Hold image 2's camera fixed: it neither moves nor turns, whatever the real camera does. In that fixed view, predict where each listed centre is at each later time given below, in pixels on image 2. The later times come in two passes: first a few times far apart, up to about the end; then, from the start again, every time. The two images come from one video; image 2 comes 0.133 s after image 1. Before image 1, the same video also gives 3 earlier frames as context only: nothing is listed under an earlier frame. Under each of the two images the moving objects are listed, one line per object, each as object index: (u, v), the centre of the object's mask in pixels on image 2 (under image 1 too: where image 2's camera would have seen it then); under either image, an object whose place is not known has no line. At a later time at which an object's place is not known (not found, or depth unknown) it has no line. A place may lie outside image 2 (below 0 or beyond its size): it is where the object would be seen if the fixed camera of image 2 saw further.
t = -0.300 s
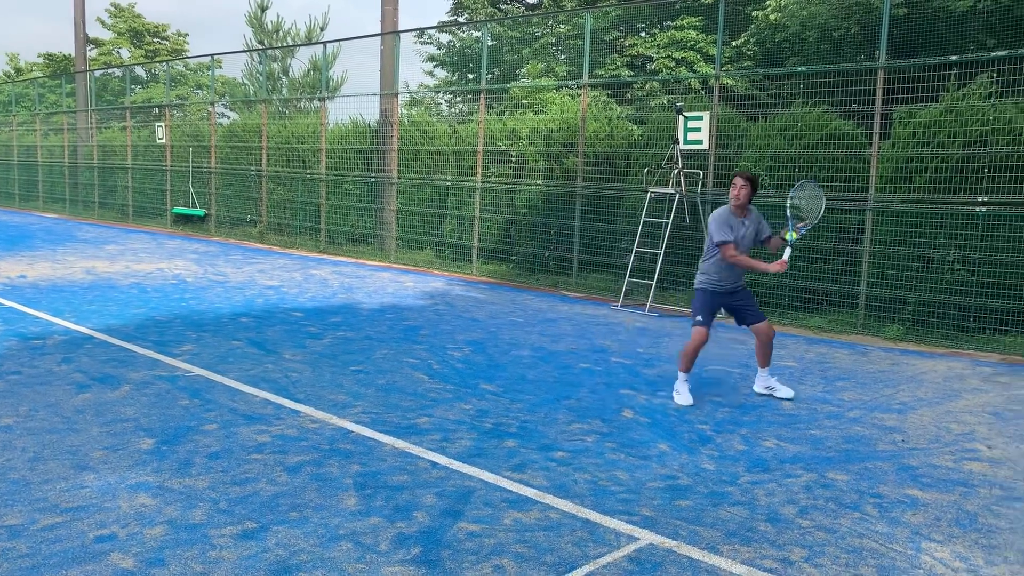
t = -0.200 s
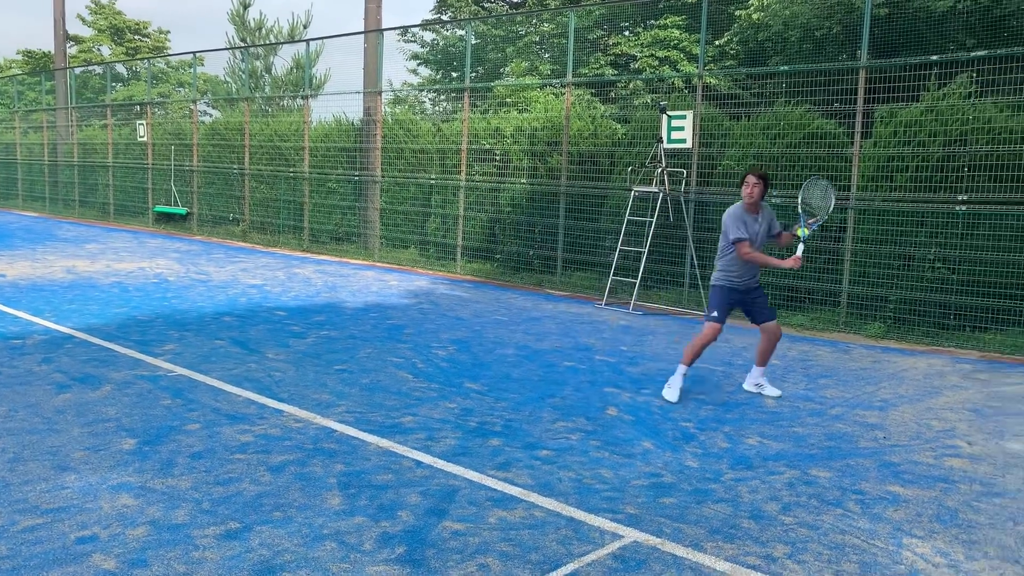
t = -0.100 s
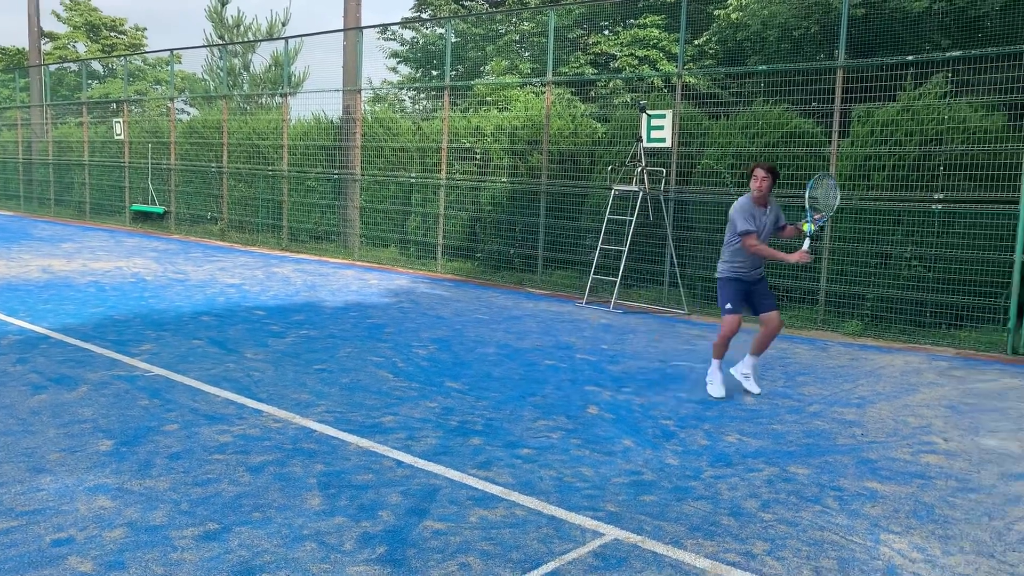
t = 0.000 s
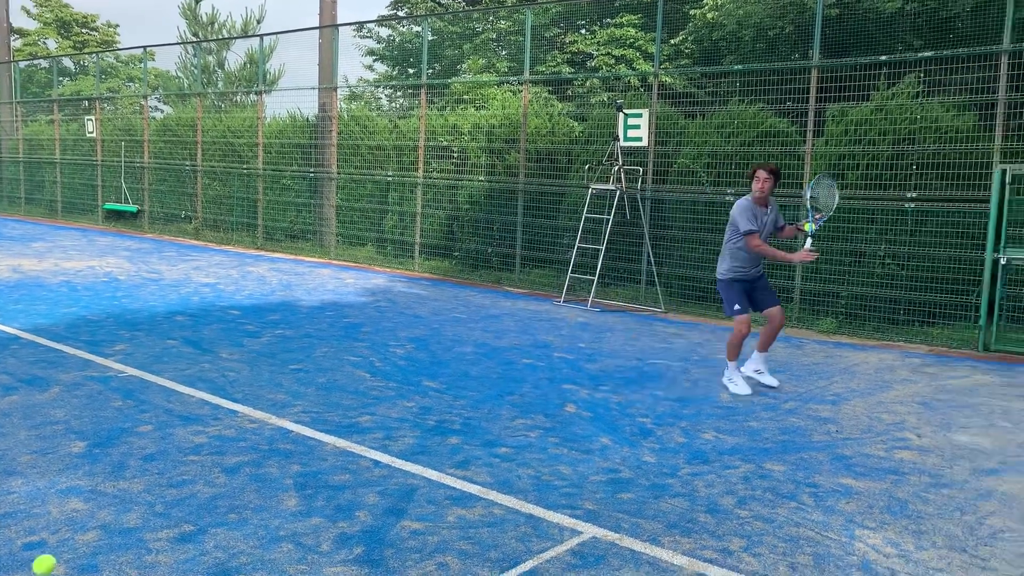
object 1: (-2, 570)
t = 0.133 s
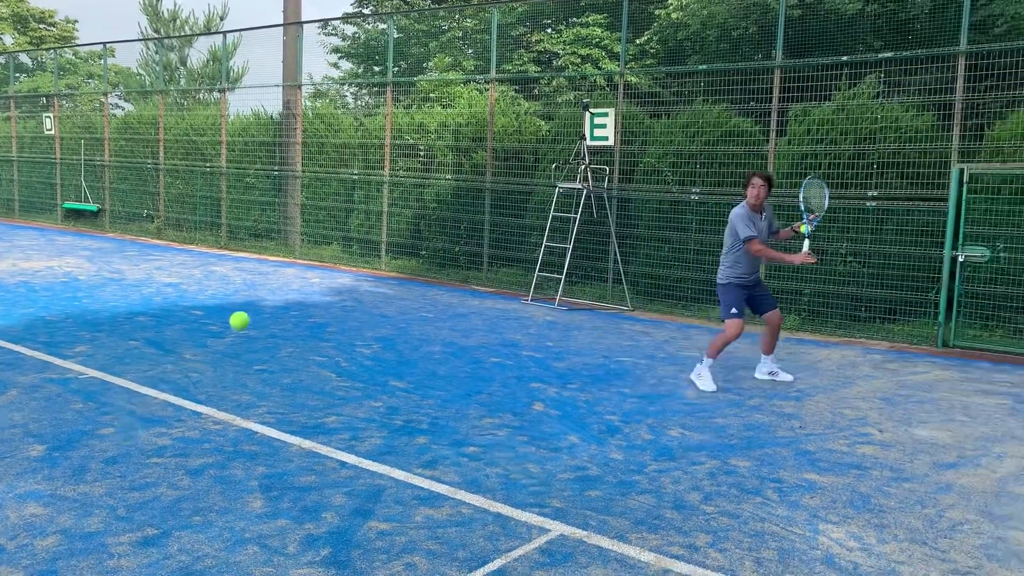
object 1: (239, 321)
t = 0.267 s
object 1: (427, 163)
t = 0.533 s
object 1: (696, 43)
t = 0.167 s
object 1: (290, 273)
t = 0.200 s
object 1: (339, 232)
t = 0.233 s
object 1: (384, 196)
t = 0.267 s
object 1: (427, 163)
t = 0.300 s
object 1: (467, 137)
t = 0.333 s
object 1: (506, 112)
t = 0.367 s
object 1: (543, 94)
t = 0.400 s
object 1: (577, 77)
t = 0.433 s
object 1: (609, 64)
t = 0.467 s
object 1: (640, 54)
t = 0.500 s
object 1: (669, 47)
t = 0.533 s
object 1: (696, 43)
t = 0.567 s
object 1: (723, 40)
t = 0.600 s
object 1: (747, 41)
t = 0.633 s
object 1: (770, 43)
